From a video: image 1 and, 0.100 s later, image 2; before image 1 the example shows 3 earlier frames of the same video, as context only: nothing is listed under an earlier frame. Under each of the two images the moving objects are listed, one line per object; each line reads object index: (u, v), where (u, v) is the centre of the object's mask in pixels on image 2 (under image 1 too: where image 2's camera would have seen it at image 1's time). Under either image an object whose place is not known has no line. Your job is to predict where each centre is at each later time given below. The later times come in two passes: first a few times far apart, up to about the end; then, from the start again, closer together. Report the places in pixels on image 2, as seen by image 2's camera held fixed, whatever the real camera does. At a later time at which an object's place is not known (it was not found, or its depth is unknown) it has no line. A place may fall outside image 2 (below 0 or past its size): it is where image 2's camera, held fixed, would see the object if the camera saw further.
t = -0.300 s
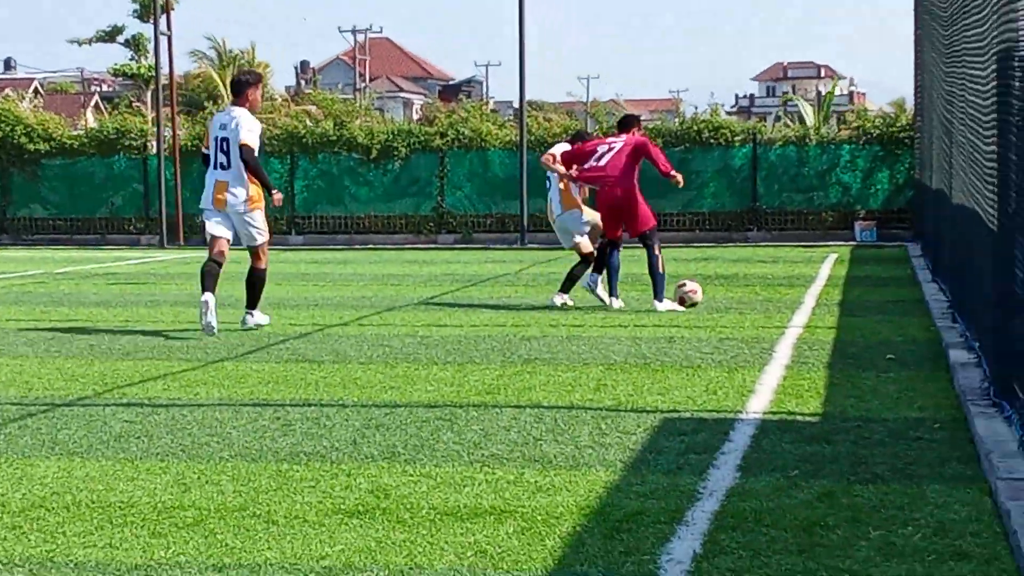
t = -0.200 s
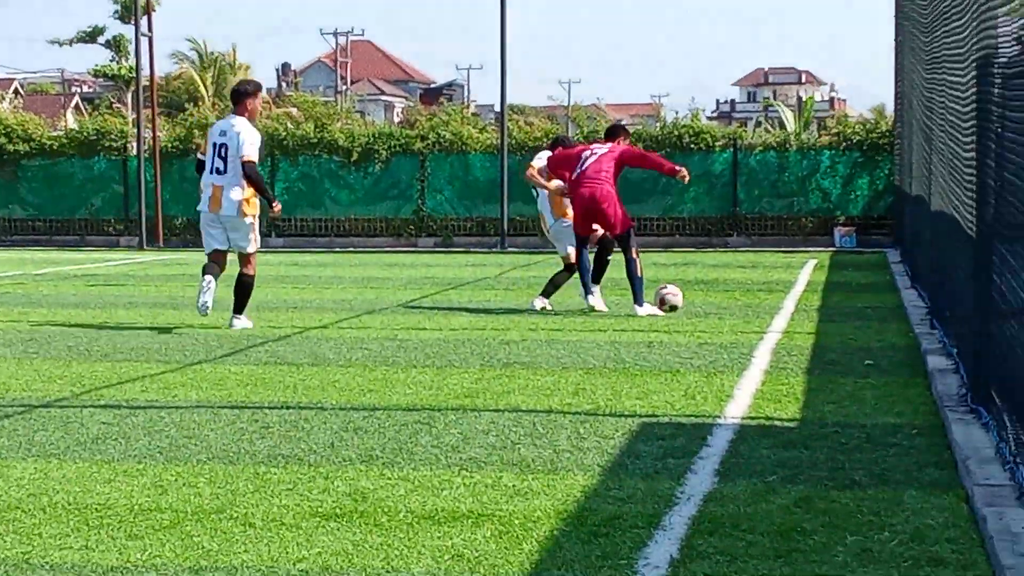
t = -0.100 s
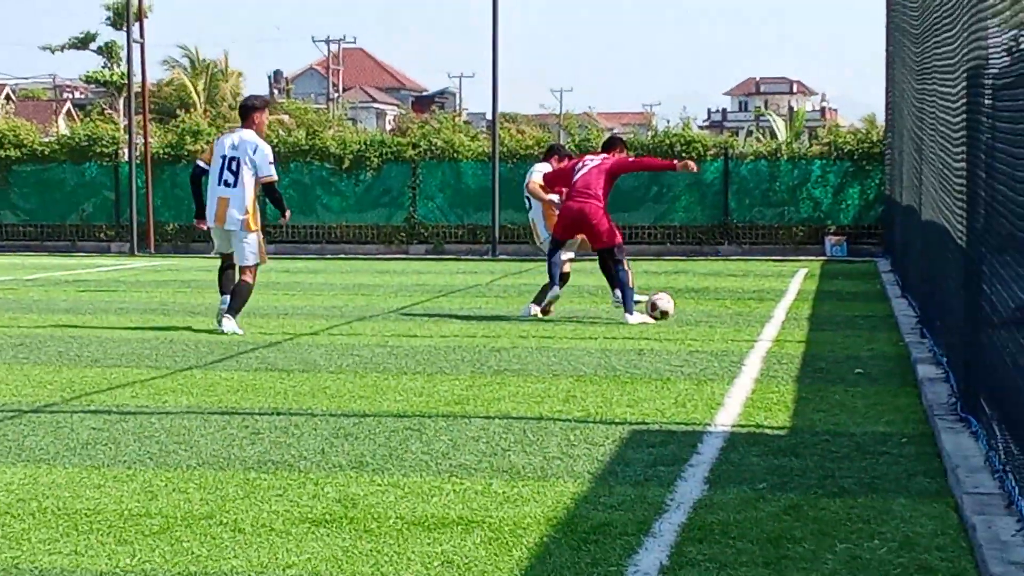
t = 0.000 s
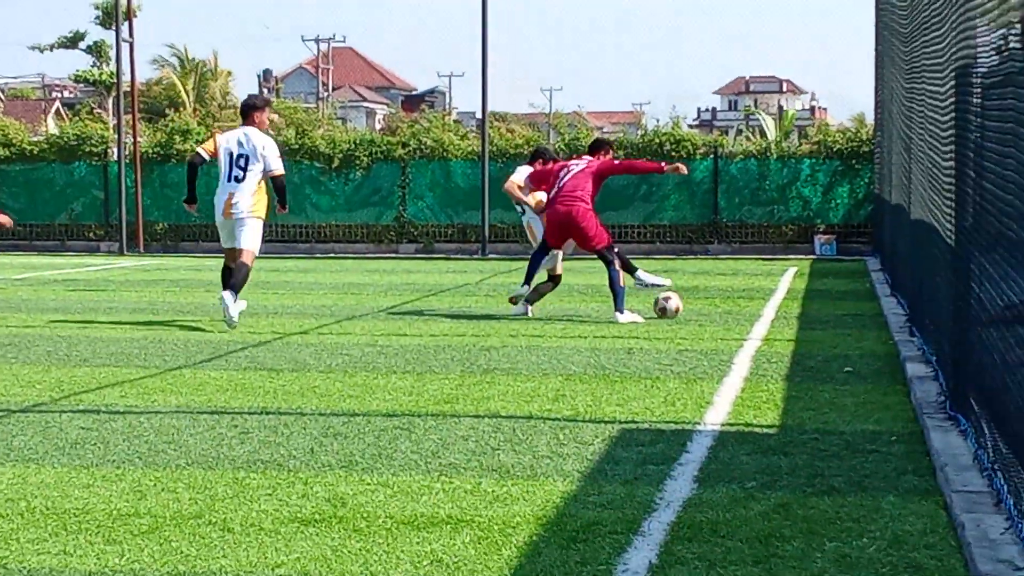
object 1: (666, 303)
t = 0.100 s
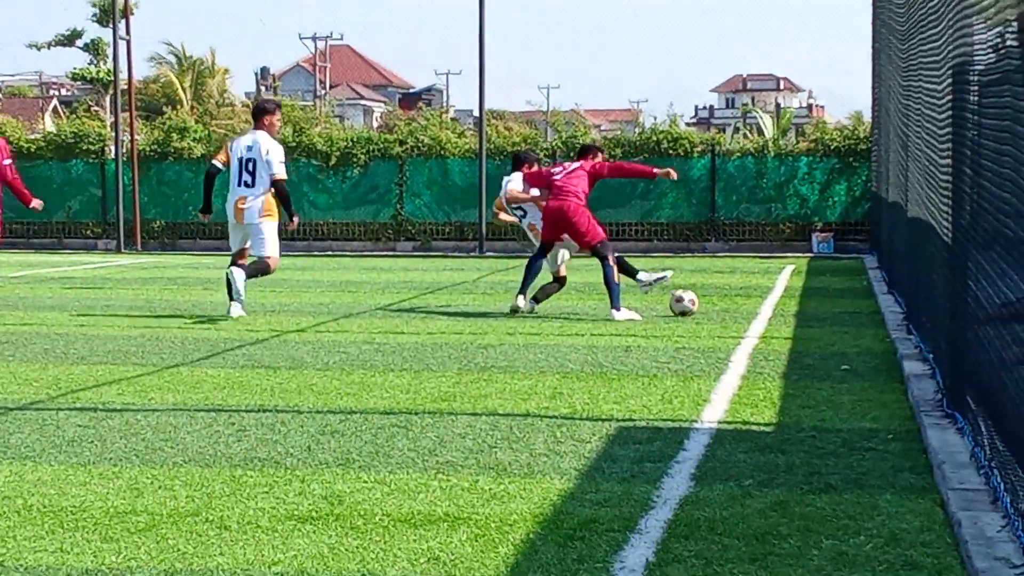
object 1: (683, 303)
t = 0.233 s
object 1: (707, 304)
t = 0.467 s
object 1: (747, 303)
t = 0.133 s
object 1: (690, 303)
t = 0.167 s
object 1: (696, 303)
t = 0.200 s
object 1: (703, 302)
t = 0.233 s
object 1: (707, 304)
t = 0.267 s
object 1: (714, 304)
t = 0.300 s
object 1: (721, 303)
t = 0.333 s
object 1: (727, 304)
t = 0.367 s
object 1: (733, 304)
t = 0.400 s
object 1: (738, 304)
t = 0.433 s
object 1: (741, 302)
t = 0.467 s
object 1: (747, 303)
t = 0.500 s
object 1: (752, 303)
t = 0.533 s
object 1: (755, 303)
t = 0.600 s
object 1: (767, 303)
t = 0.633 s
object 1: (772, 304)
